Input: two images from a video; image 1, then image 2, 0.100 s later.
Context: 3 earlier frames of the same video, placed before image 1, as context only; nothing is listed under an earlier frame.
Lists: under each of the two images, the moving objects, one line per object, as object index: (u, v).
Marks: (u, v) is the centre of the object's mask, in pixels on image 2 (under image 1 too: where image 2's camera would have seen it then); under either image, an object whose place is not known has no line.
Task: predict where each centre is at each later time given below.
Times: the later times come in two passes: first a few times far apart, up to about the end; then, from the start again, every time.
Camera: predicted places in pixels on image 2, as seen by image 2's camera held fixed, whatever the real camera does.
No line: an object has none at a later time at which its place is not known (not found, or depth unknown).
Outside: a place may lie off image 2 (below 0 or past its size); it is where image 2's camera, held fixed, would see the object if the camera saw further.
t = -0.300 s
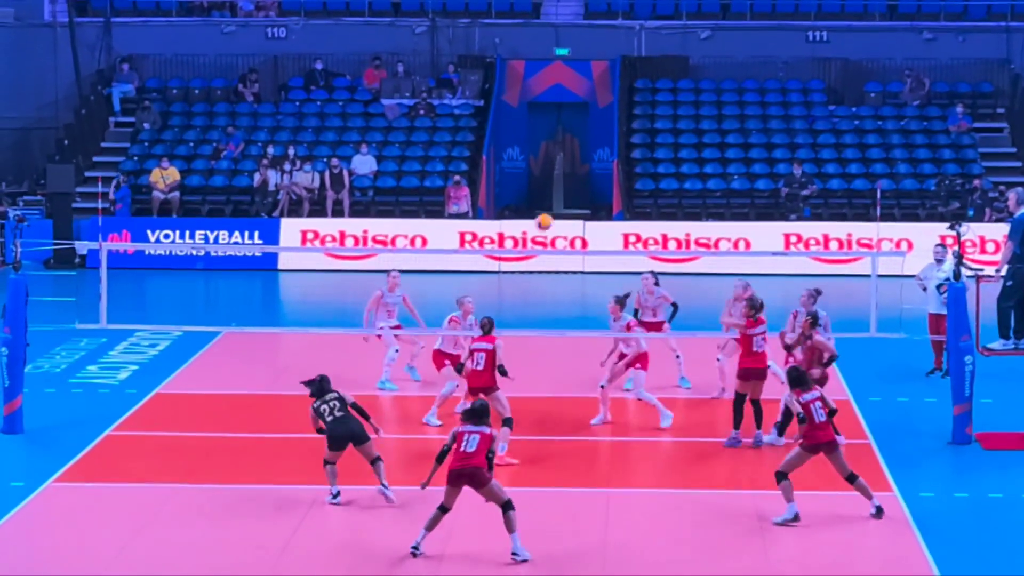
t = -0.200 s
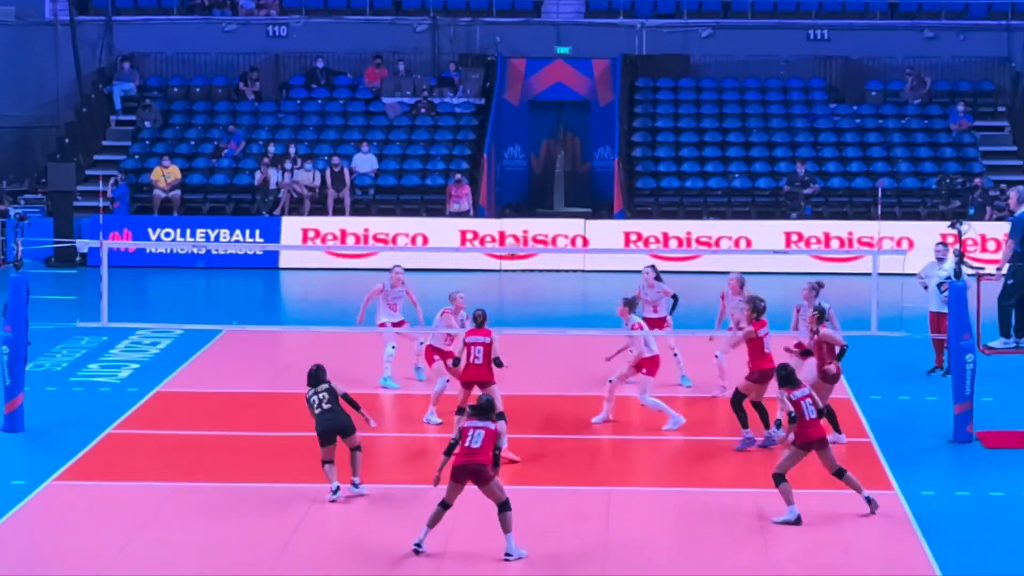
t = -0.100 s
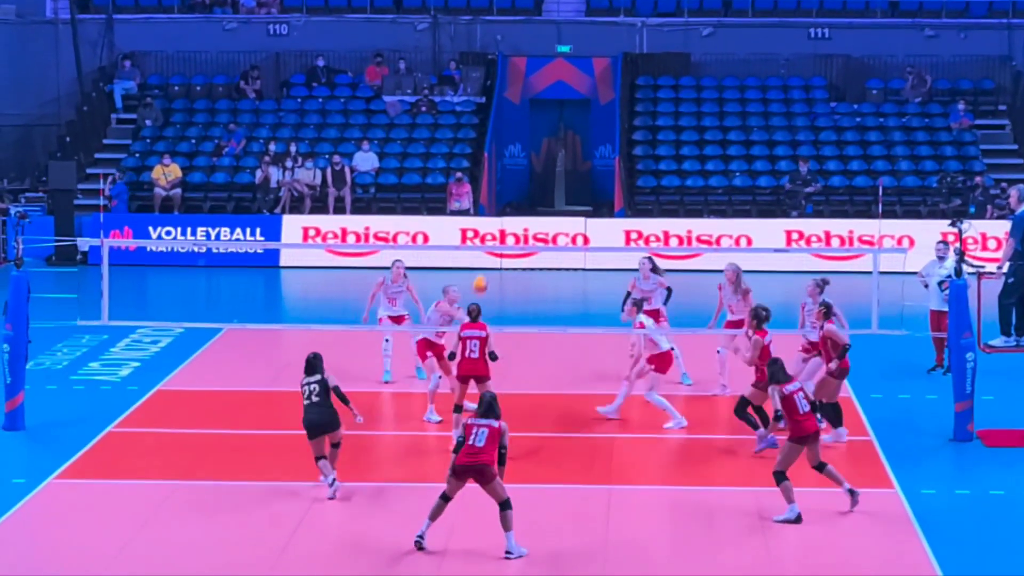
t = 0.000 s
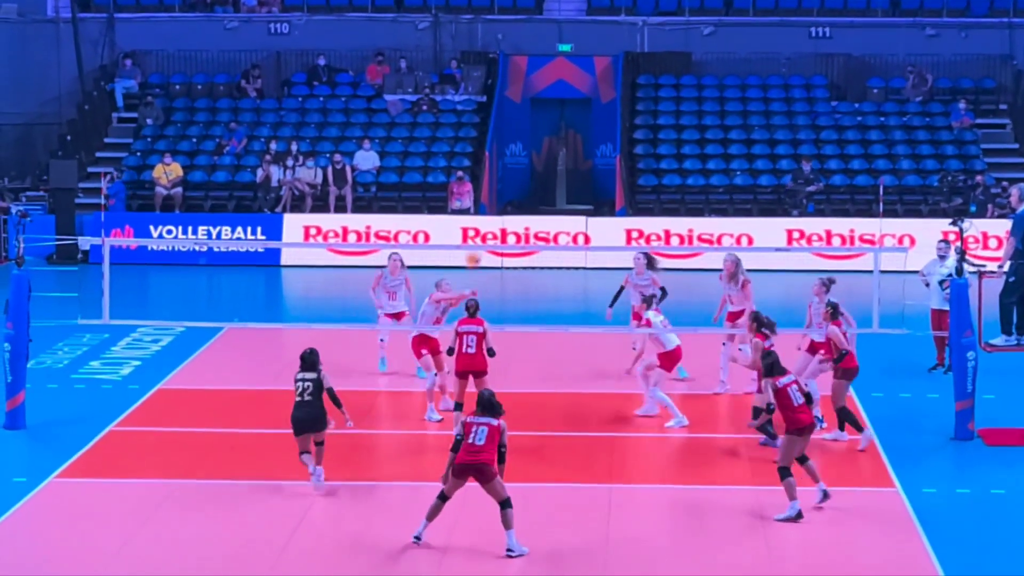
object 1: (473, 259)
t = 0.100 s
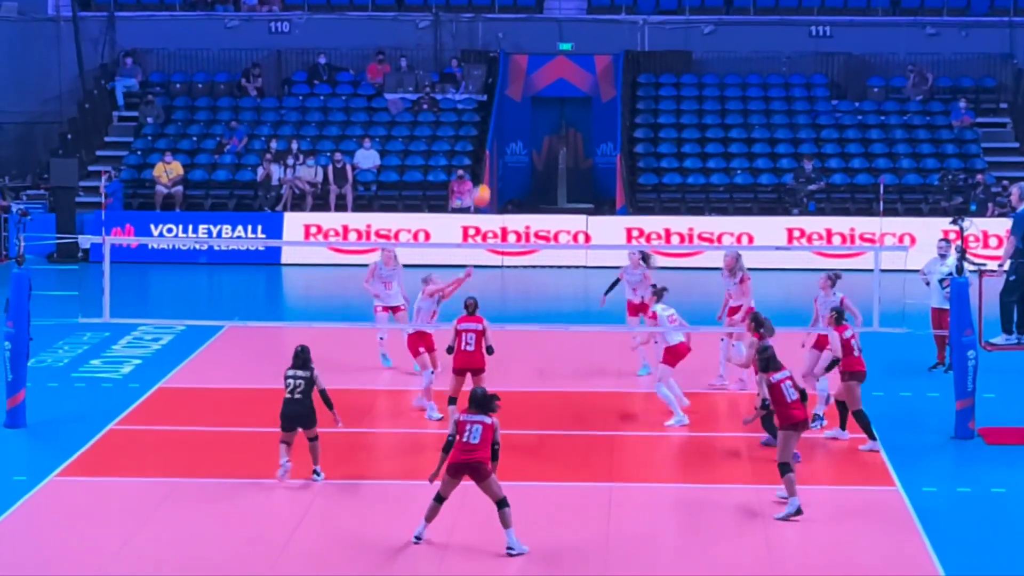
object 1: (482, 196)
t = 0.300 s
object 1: (495, 102)
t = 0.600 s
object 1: (514, 29)
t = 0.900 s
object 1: (530, 29)
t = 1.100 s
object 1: (539, 67)
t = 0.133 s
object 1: (484, 177)
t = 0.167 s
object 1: (486, 160)
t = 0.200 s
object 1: (489, 144)
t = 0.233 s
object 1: (491, 129)
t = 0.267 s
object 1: (493, 115)
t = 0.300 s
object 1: (495, 102)
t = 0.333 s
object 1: (497, 89)
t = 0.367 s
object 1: (500, 79)
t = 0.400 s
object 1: (502, 69)
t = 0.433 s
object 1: (504, 59)
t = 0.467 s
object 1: (506, 51)
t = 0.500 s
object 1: (508, 44)
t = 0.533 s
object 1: (510, 39)
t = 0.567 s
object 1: (512, 33)
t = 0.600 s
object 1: (514, 29)
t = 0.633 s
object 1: (516, 26)
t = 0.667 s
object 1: (518, 23)
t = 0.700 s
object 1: (519, 21)
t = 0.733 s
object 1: (521, 20)
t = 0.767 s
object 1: (523, 21)
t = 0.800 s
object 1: (525, 21)
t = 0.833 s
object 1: (526, 23)
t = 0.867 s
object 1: (528, 25)
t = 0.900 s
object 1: (530, 29)
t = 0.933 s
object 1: (532, 33)
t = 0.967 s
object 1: (533, 39)
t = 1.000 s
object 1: (535, 44)
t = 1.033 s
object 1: (536, 51)
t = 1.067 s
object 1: (538, 58)
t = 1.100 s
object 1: (539, 67)
